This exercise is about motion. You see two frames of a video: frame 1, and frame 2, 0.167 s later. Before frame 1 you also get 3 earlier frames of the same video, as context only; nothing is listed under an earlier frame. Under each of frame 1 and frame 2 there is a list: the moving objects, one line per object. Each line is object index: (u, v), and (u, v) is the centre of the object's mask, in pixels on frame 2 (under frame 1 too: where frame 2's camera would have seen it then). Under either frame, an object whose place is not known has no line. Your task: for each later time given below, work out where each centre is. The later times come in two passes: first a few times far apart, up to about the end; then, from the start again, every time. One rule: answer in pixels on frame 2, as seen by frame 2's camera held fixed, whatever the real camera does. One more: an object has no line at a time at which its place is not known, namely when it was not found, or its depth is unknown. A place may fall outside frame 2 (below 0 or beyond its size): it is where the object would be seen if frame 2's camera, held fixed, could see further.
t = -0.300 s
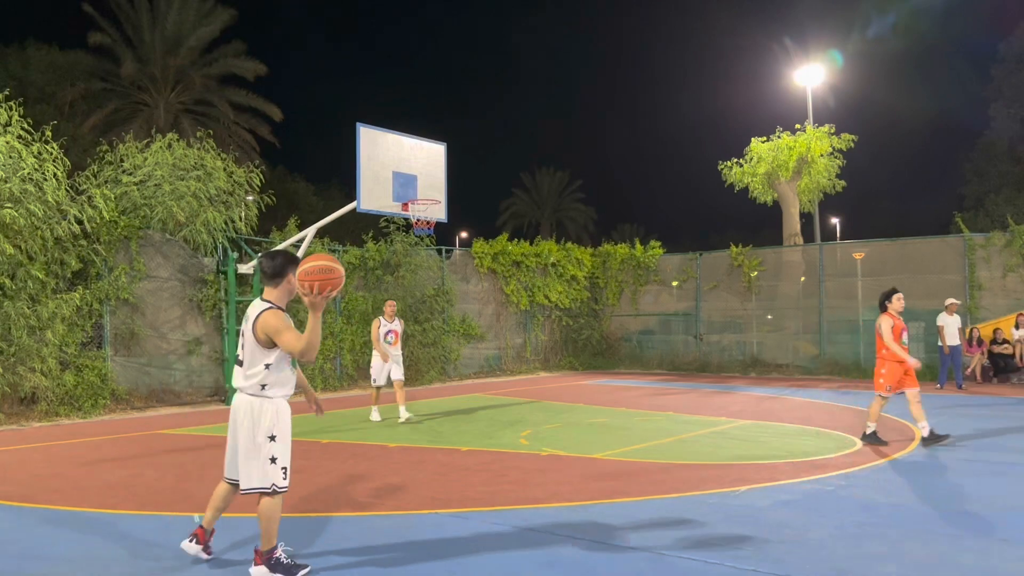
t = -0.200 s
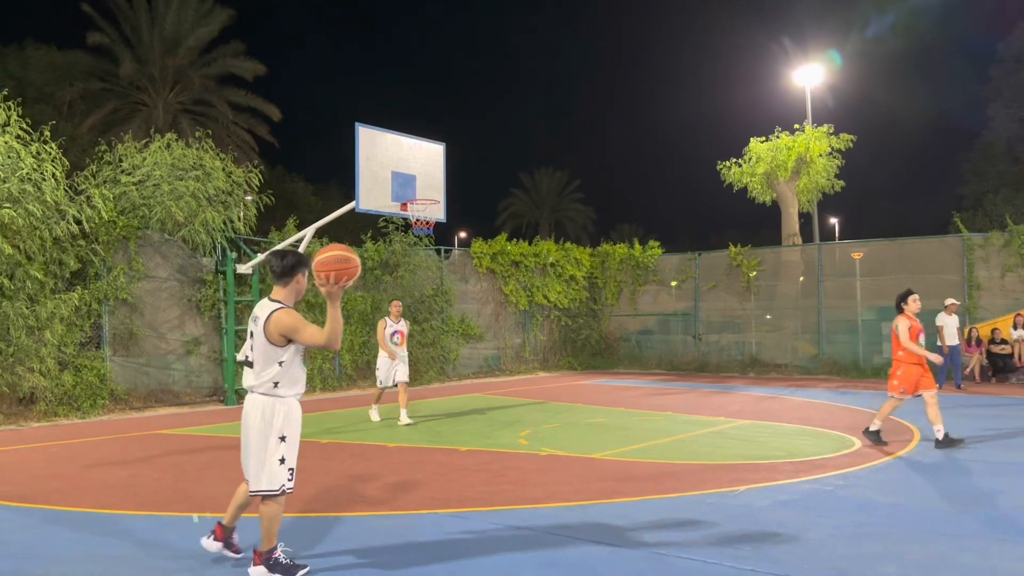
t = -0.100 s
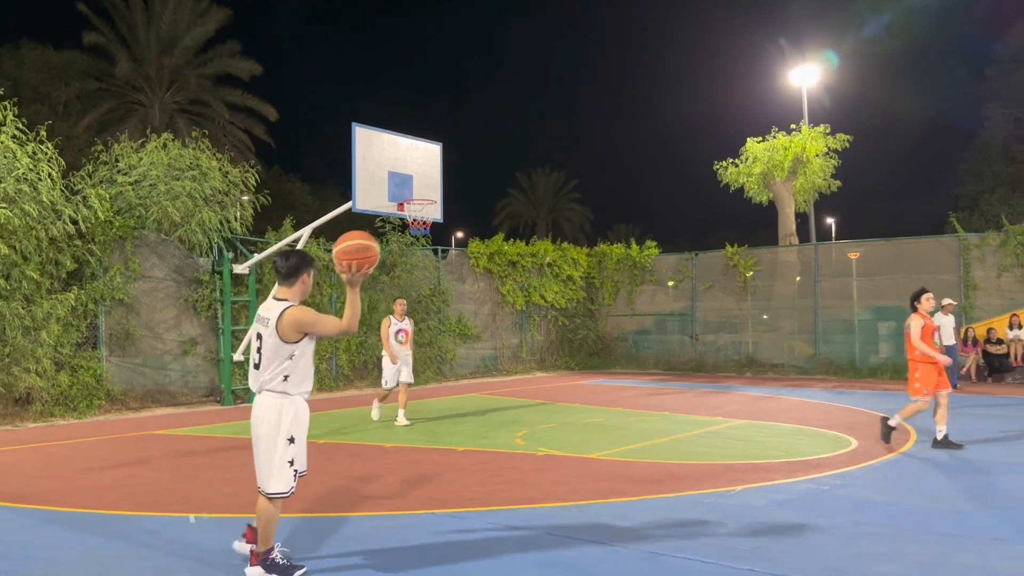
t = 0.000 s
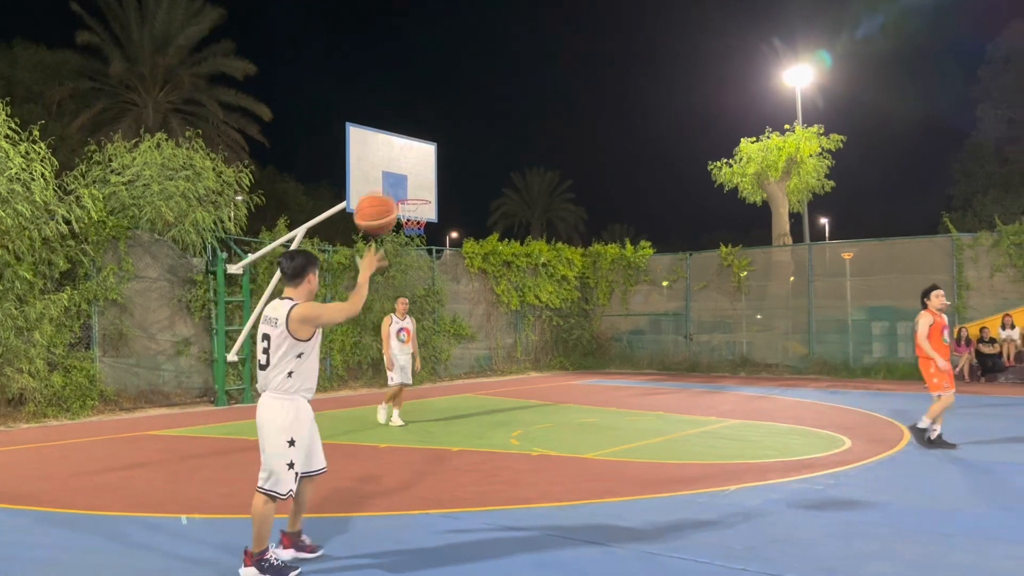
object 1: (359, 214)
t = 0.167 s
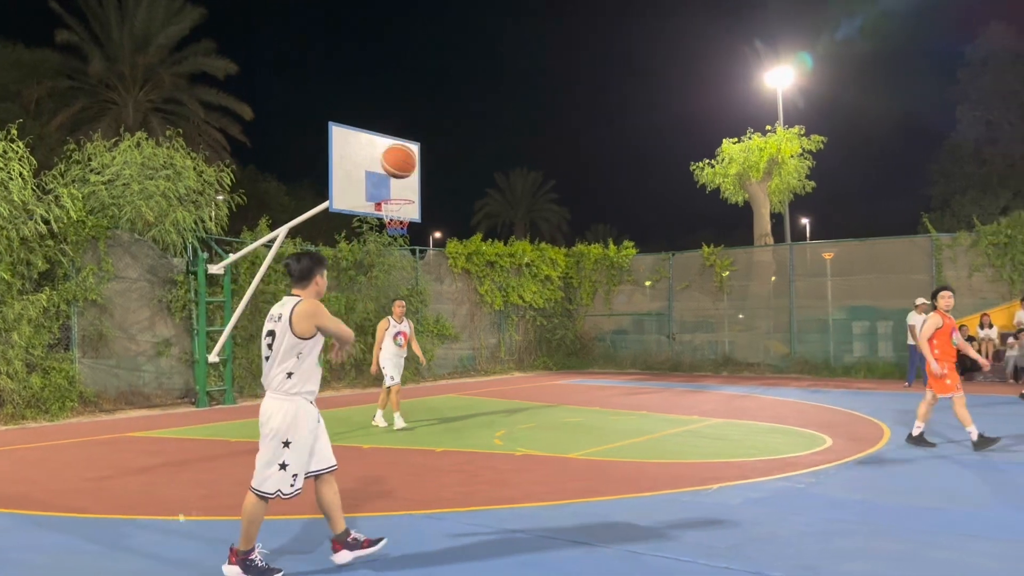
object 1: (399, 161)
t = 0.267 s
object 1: (417, 154)
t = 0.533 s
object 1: (455, 190)
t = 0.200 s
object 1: (406, 157)
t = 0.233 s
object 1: (411, 155)
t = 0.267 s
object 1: (417, 154)
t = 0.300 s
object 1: (423, 155)
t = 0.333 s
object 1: (428, 156)
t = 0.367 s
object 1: (433, 160)
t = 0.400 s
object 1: (437, 164)
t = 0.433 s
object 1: (442, 169)
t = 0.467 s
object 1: (446, 175)
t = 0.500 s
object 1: (450, 182)
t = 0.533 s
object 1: (455, 190)
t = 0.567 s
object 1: (461, 198)
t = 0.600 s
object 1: (464, 208)
